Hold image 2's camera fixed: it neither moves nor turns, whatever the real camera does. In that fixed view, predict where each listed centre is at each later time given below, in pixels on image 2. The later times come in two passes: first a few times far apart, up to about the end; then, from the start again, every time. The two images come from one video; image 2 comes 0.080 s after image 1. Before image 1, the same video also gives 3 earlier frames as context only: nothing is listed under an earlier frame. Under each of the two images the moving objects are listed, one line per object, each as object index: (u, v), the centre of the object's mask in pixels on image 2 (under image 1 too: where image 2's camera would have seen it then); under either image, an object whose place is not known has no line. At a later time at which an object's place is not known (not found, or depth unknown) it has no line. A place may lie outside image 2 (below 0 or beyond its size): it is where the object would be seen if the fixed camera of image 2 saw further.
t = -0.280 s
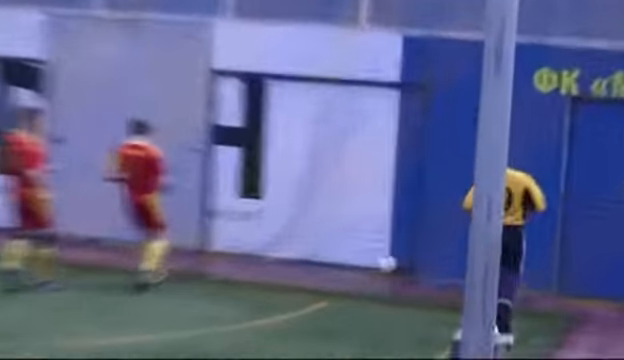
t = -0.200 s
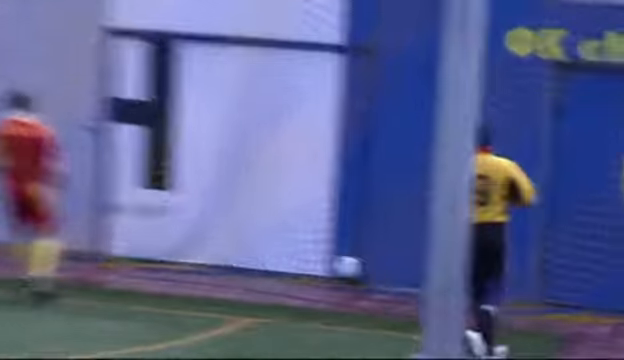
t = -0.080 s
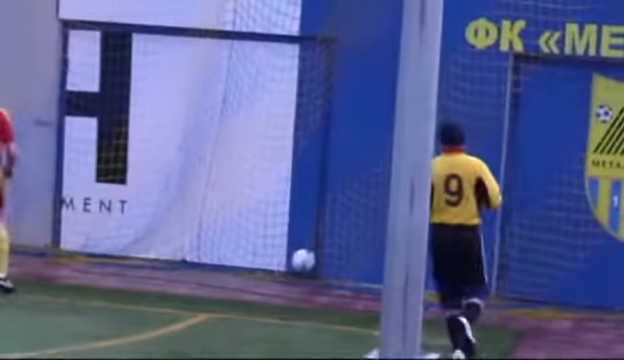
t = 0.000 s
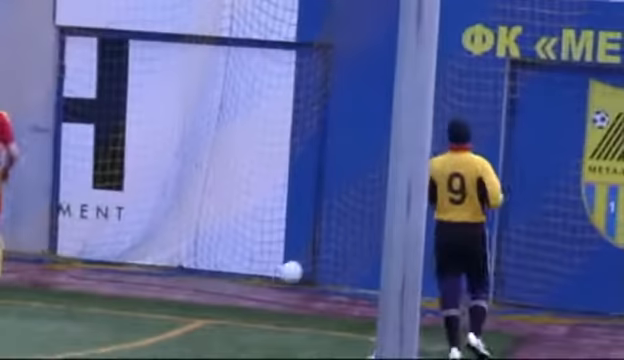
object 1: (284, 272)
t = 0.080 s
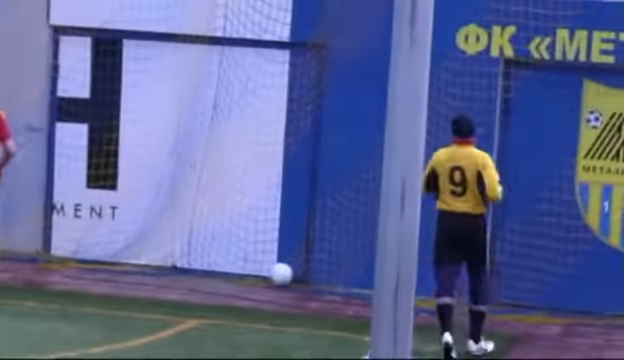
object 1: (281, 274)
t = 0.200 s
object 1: (278, 275)
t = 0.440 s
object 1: (275, 277)
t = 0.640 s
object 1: (273, 278)
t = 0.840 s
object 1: (272, 279)
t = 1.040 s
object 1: (272, 280)
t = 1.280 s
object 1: (271, 281)
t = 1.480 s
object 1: (271, 282)
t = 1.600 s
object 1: (271, 282)
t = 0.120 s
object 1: (280, 274)
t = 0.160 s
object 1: (279, 275)
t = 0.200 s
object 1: (278, 275)
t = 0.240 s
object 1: (277, 275)
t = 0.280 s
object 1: (276, 276)
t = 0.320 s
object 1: (276, 276)
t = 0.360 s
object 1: (276, 277)
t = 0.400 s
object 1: (275, 277)
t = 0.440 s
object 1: (275, 277)
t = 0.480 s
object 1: (274, 278)
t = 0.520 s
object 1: (274, 278)
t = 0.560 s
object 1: (273, 278)
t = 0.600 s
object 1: (273, 278)
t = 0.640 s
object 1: (273, 278)
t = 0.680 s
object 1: (272, 278)
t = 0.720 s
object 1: (272, 279)
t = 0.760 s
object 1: (272, 279)
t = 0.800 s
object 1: (272, 279)
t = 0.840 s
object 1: (272, 279)
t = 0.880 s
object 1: (272, 279)
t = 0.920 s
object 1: (272, 279)
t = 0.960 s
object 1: (272, 279)
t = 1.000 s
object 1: (272, 279)
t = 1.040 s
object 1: (272, 280)
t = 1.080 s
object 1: (272, 280)
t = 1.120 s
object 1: (272, 280)
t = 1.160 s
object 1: (272, 281)
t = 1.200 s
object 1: (272, 280)
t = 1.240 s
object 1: (272, 280)
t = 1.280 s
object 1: (271, 281)
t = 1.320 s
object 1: (271, 281)
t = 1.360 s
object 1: (271, 282)
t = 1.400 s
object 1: (271, 282)
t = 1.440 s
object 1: (271, 282)
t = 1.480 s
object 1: (271, 282)
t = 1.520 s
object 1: (271, 283)
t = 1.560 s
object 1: (271, 283)
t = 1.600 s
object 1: (271, 282)
